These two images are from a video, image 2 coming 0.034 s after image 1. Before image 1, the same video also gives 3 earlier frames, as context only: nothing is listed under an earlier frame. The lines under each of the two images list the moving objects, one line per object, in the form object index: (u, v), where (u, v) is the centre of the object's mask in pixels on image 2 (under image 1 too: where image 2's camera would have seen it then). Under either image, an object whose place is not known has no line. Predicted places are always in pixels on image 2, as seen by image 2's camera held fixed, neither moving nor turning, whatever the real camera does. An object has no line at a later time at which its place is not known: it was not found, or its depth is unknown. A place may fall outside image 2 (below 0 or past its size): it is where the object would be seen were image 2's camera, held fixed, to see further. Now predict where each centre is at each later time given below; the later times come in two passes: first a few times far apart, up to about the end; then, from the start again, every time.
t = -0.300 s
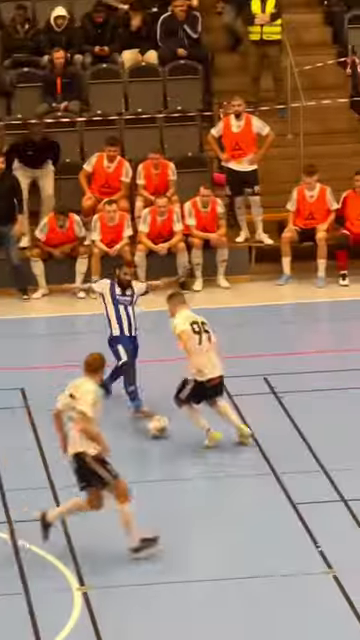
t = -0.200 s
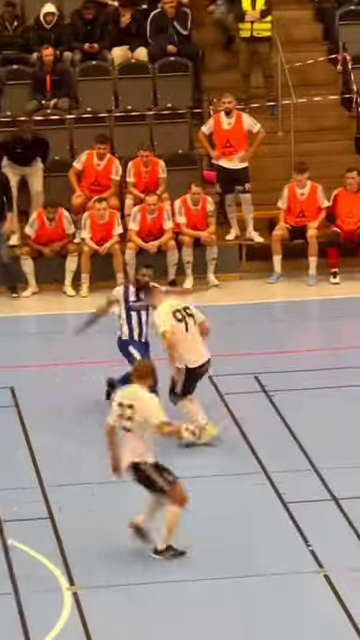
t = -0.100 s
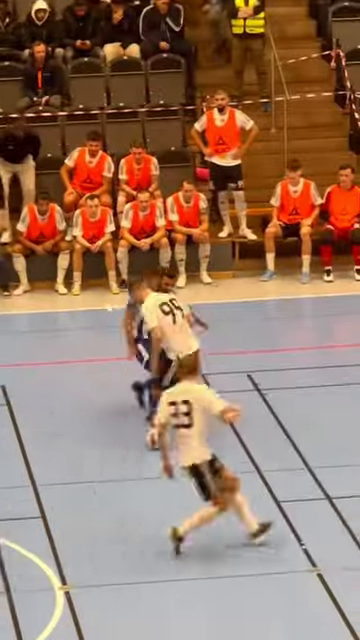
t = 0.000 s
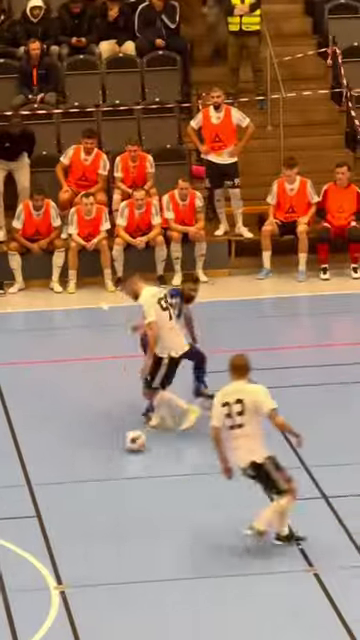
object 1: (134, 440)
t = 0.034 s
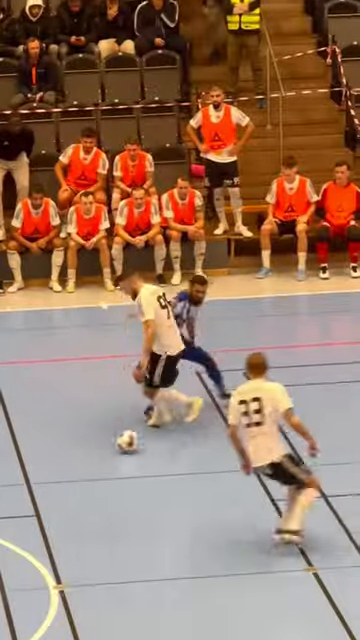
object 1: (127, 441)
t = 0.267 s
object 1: (86, 449)
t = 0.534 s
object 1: (38, 459)
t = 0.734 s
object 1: (1, 466)
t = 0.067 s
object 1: (122, 442)
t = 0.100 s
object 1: (116, 444)
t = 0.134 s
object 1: (109, 444)
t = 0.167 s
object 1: (104, 446)
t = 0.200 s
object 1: (98, 446)
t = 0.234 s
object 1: (92, 448)
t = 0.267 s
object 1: (86, 449)
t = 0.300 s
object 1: (79, 451)
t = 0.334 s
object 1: (74, 451)
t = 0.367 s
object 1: (68, 453)
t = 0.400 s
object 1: (61, 453)
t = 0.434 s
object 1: (55, 454)
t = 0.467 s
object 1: (50, 455)
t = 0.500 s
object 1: (43, 457)
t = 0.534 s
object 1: (38, 459)
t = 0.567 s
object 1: (32, 460)
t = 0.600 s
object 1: (26, 462)
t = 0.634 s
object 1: (19, 463)
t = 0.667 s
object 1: (14, 464)
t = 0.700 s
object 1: (7, 464)
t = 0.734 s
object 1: (1, 466)
